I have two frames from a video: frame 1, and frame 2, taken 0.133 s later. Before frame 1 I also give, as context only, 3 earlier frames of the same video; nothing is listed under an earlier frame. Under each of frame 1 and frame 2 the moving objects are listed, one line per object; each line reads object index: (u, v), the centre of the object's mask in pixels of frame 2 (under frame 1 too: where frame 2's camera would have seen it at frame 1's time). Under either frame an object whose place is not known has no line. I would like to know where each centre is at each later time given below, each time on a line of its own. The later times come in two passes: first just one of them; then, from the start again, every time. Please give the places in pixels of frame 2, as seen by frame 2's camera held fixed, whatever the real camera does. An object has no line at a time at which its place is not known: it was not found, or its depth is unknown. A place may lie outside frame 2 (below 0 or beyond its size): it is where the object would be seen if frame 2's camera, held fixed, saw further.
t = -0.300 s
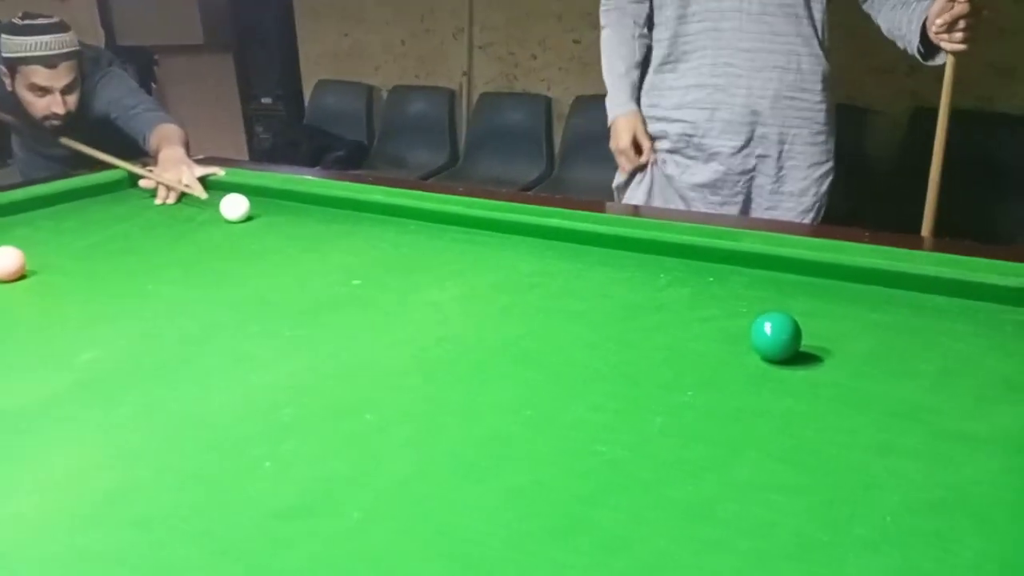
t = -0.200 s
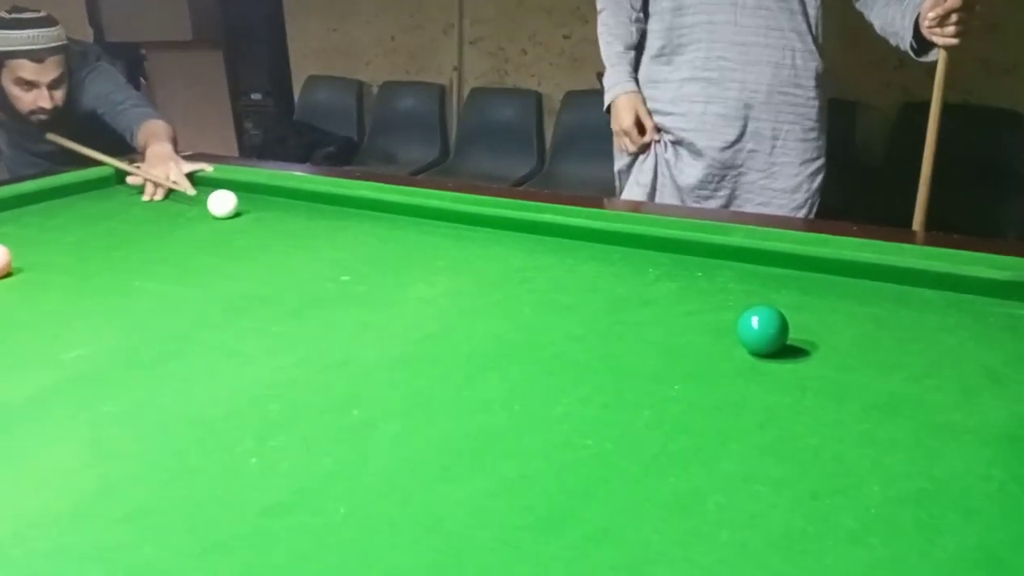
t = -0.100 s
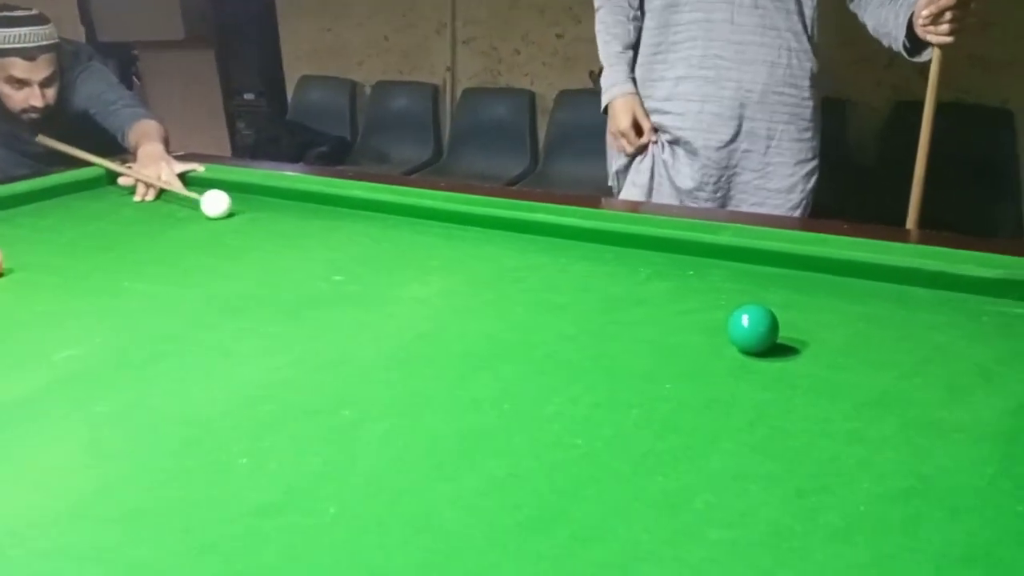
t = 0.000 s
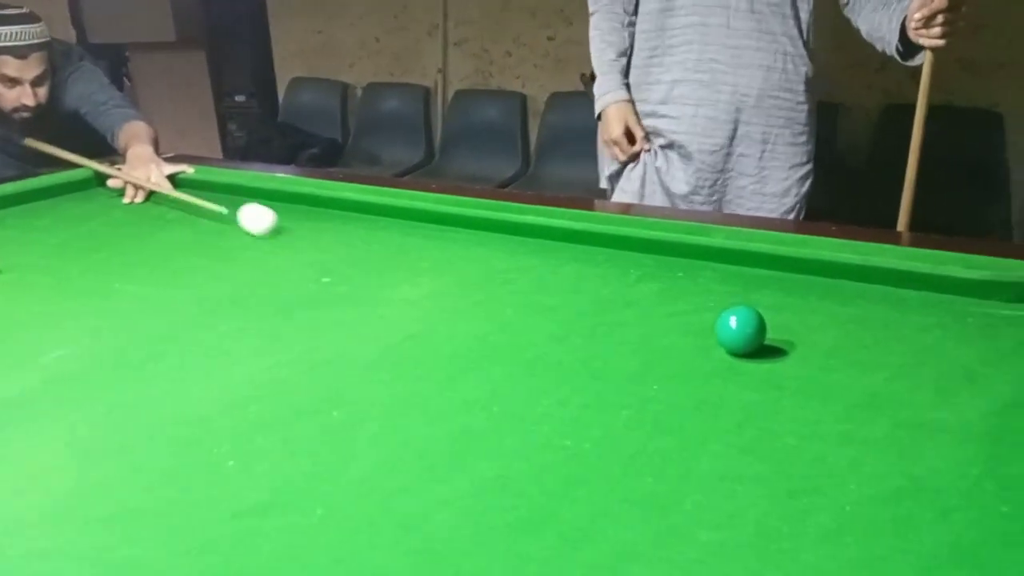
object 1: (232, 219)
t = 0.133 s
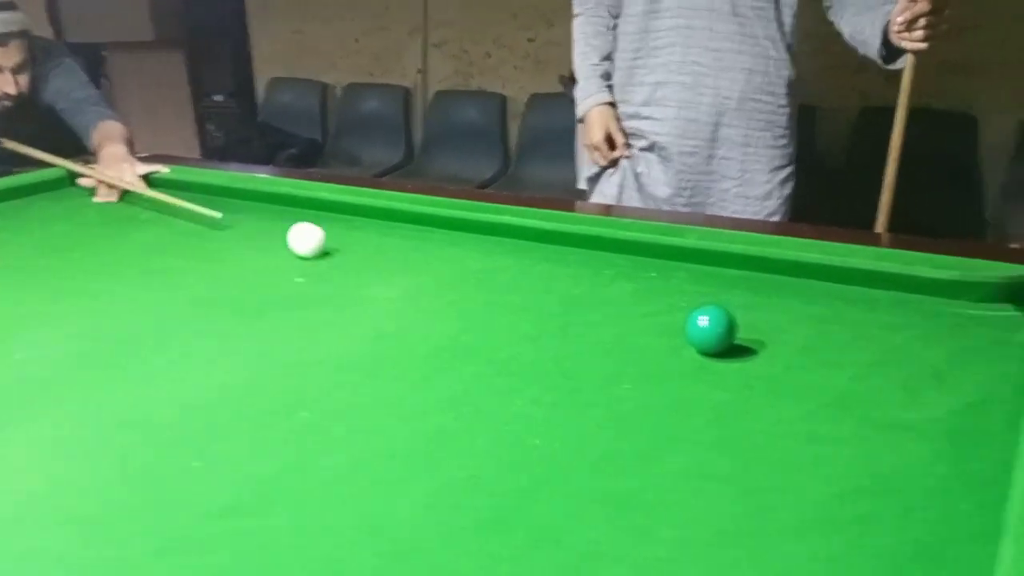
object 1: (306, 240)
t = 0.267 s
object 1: (392, 263)
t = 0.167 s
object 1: (326, 245)
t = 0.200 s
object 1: (347, 251)
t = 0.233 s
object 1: (369, 257)
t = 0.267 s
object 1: (392, 263)
